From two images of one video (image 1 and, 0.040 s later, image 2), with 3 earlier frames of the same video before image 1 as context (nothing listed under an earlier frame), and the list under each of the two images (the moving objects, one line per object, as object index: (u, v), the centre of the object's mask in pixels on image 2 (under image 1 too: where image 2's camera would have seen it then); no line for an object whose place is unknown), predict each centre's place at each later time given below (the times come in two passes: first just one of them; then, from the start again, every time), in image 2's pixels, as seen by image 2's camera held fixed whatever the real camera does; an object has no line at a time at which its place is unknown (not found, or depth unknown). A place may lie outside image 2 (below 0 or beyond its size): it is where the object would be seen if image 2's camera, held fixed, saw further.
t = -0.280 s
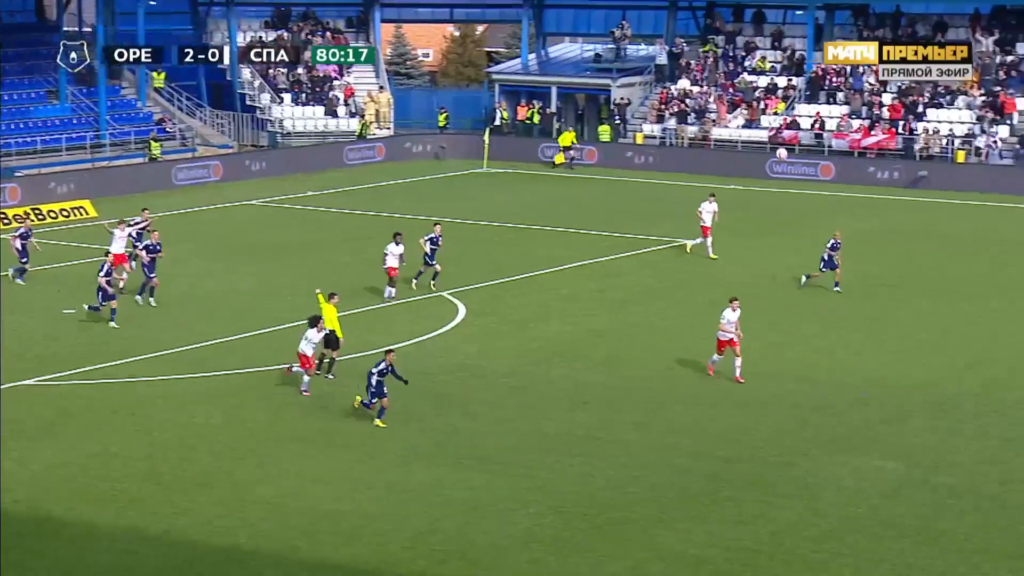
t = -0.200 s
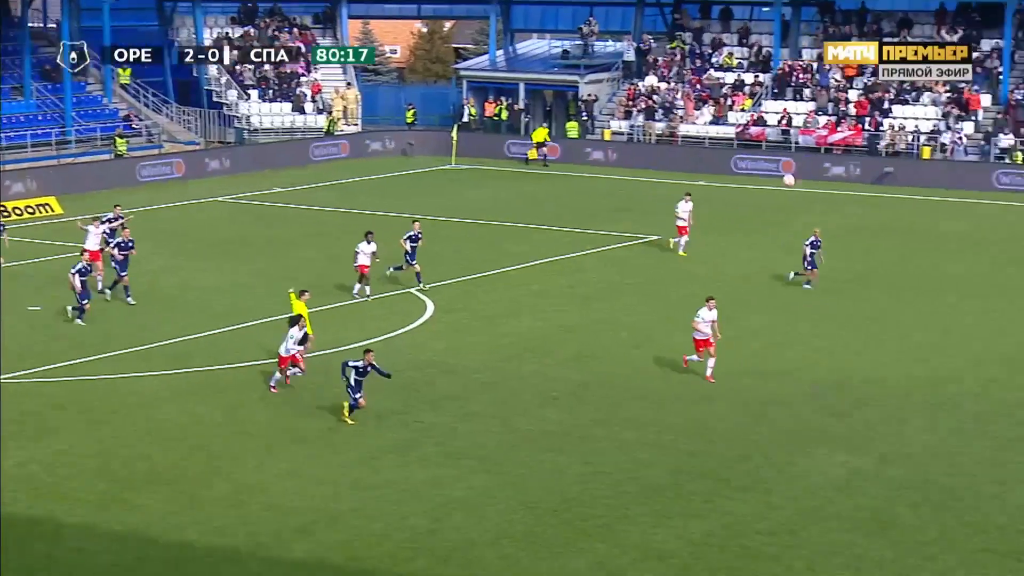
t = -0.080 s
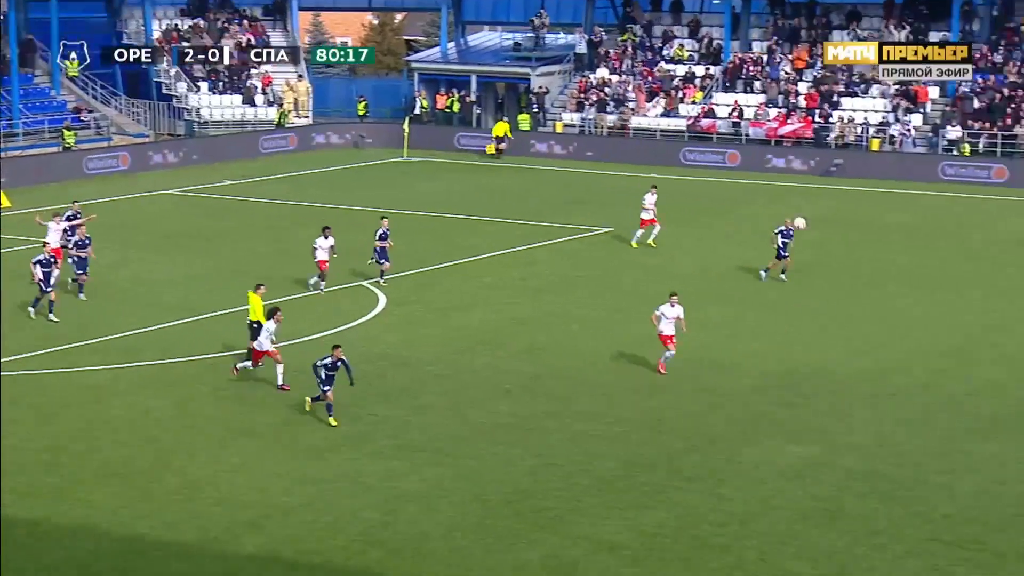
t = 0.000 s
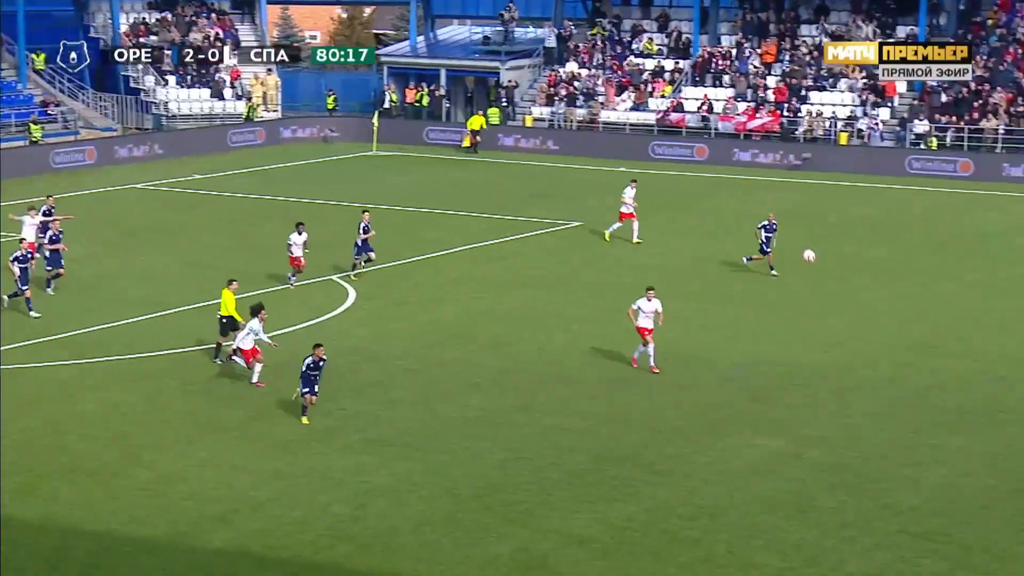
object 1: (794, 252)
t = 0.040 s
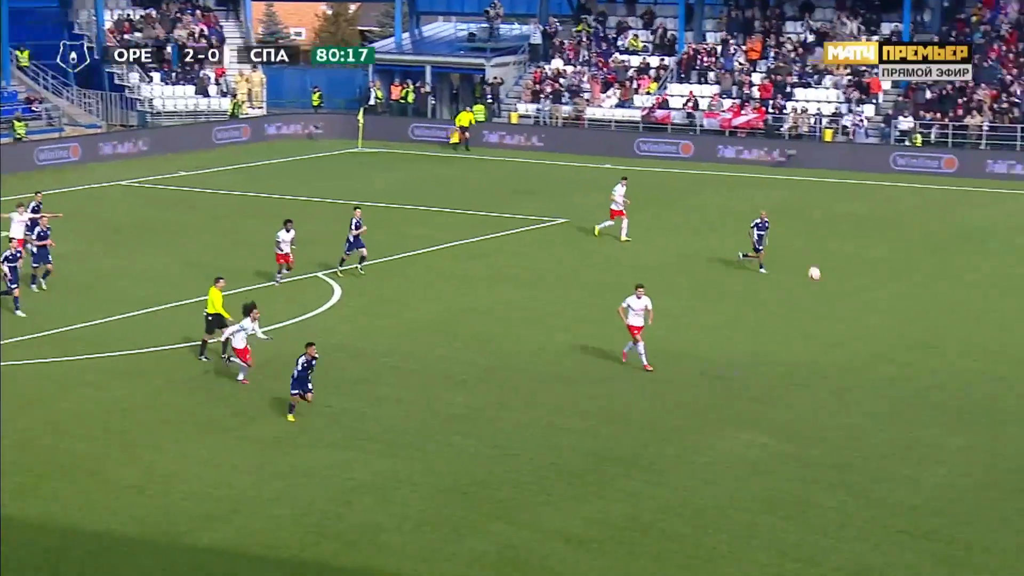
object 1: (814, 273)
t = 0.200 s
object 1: (901, 367)
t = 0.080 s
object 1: (835, 295)
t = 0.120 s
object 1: (856, 318)
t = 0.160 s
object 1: (878, 342)
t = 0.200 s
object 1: (901, 367)
